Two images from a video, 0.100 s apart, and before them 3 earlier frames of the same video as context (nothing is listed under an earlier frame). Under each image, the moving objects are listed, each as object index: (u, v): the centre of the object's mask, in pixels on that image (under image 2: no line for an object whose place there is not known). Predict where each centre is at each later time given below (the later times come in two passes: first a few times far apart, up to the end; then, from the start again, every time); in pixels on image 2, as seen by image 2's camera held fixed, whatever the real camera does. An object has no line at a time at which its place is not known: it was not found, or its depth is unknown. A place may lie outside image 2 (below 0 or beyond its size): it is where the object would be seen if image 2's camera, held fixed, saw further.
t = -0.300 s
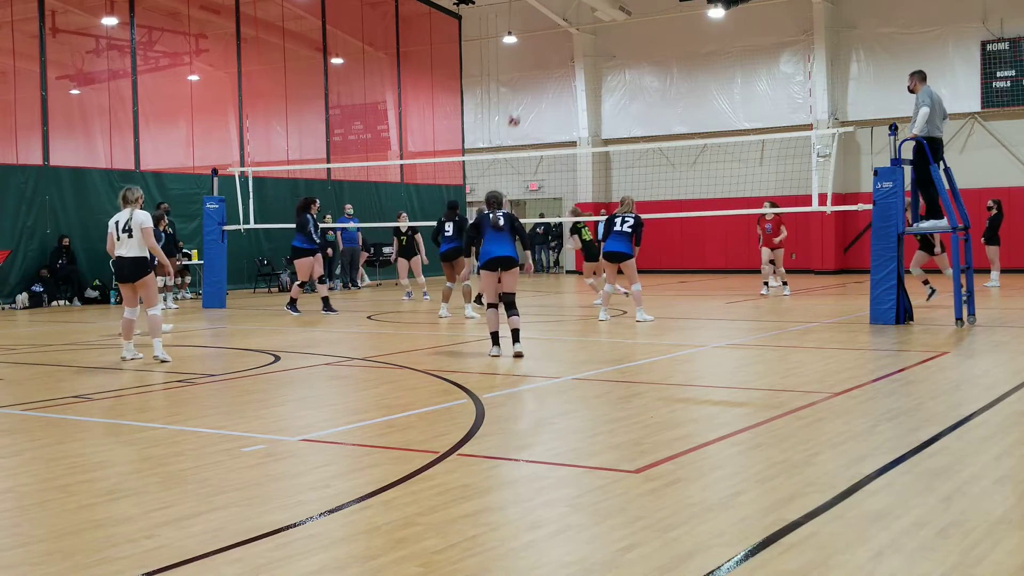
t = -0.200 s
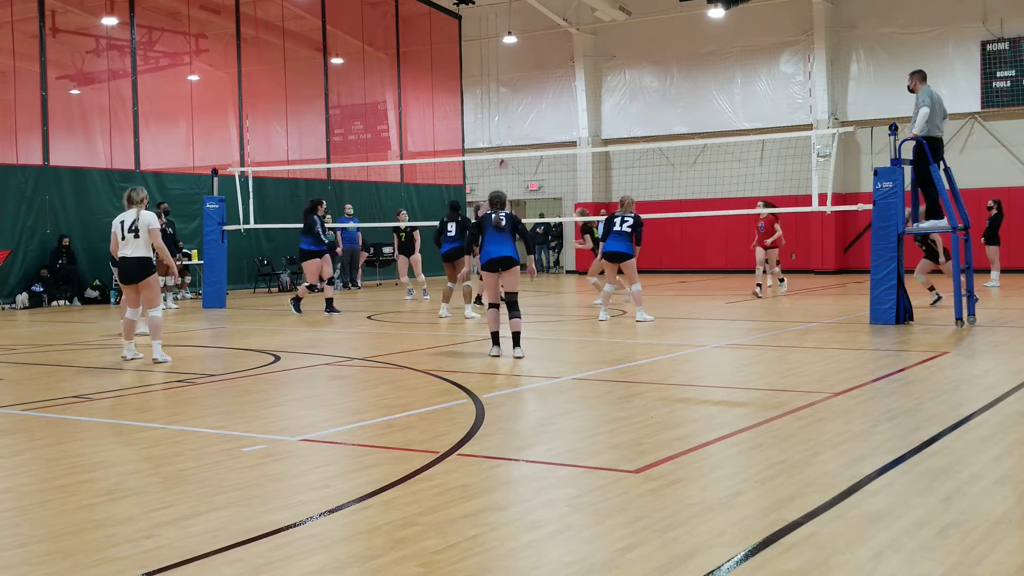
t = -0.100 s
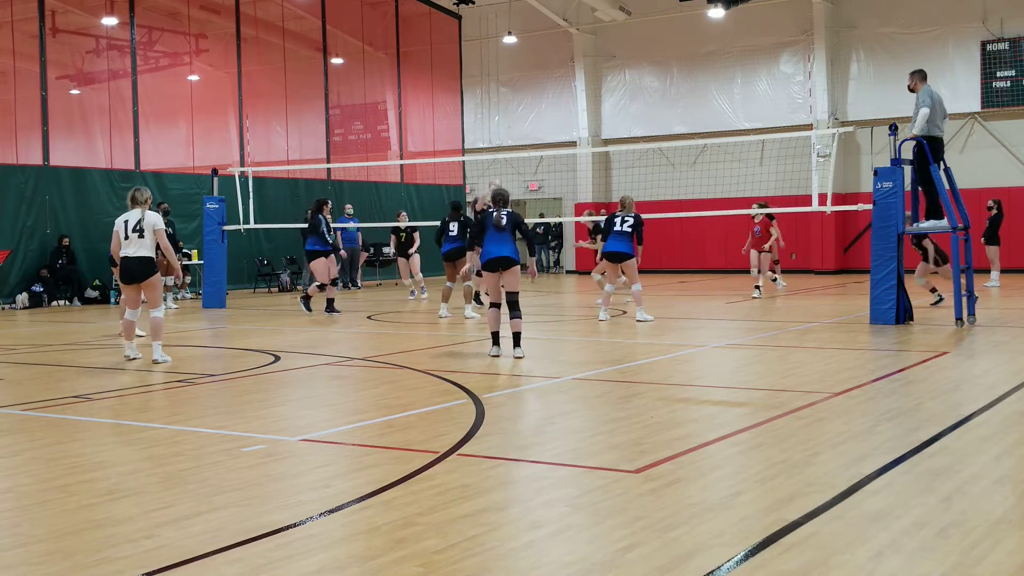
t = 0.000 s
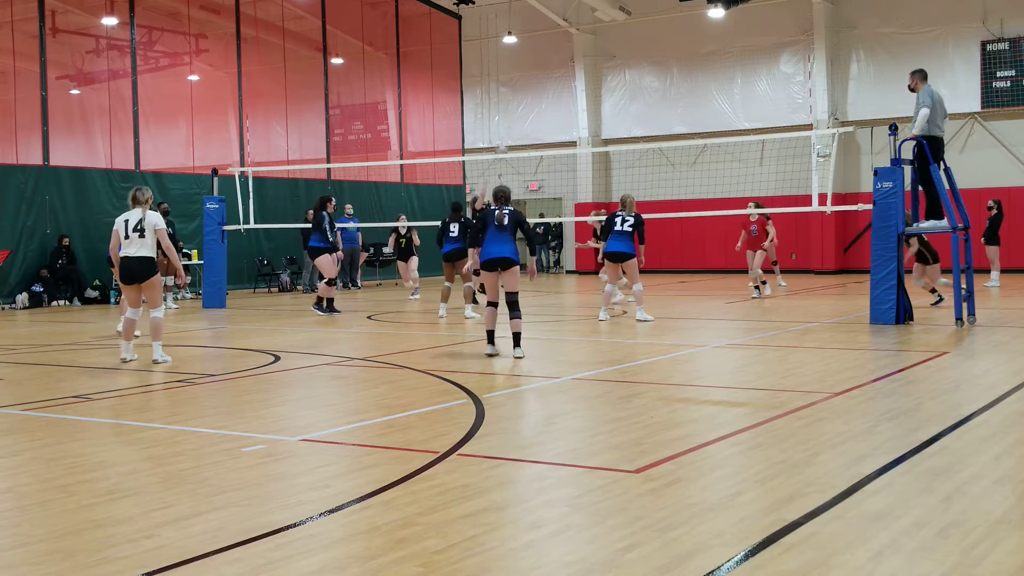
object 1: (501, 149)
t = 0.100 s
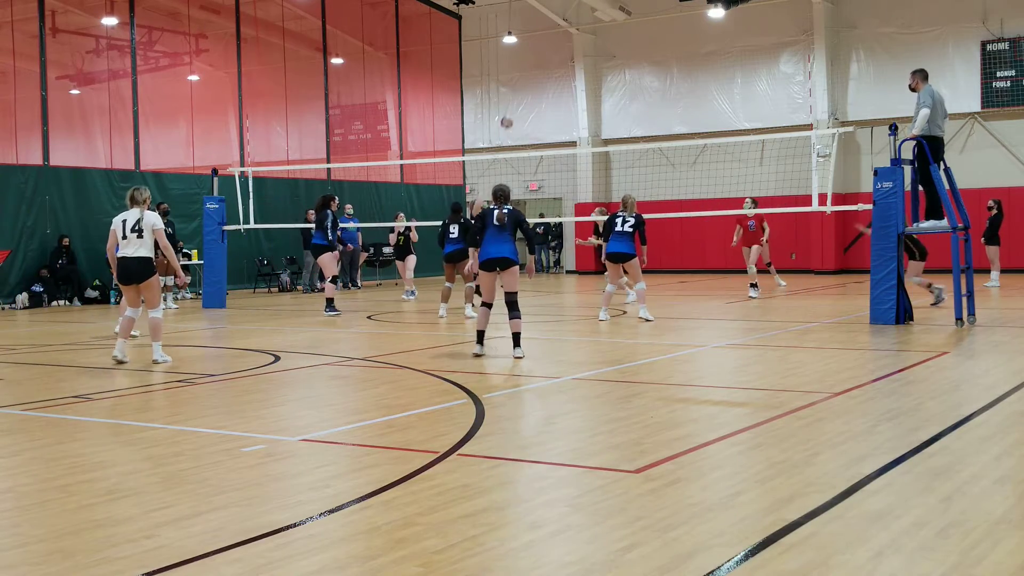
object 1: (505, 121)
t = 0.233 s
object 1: (515, 91)
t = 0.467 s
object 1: (530, 64)
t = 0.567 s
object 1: (536, 63)
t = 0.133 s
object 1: (508, 113)
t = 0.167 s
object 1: (511, 105)
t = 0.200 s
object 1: (513, 98)
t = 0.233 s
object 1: (515, 91)
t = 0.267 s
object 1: (517, 85)
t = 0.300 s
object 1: (519, 80)
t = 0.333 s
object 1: (521, 75)
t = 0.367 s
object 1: (523, 71)
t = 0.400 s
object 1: (525, 68)
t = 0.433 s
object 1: (527, 66)
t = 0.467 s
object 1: (530, 64)
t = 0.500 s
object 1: (532, 63)
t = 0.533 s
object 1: (534, 63)
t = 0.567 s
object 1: (536, 63)
